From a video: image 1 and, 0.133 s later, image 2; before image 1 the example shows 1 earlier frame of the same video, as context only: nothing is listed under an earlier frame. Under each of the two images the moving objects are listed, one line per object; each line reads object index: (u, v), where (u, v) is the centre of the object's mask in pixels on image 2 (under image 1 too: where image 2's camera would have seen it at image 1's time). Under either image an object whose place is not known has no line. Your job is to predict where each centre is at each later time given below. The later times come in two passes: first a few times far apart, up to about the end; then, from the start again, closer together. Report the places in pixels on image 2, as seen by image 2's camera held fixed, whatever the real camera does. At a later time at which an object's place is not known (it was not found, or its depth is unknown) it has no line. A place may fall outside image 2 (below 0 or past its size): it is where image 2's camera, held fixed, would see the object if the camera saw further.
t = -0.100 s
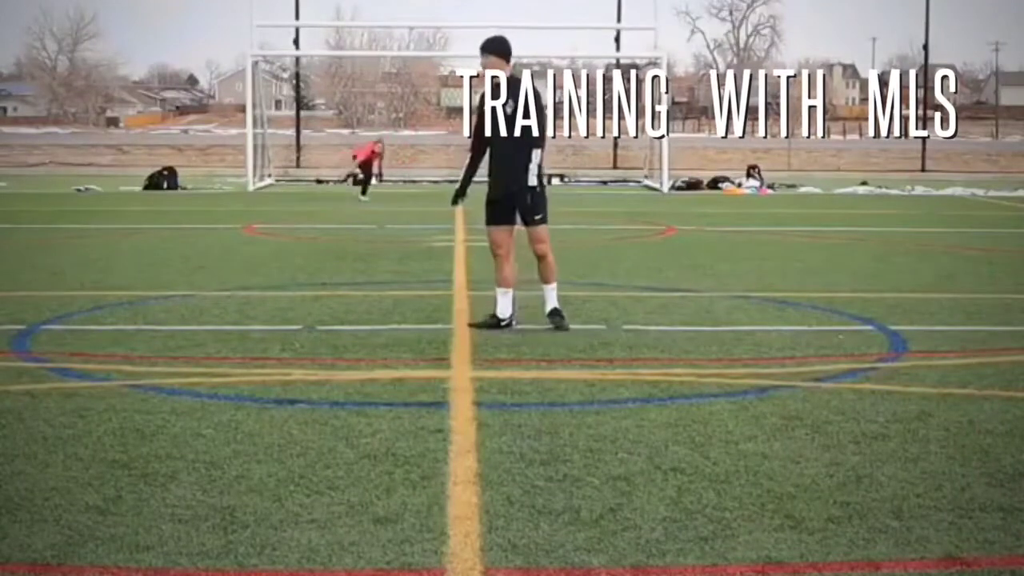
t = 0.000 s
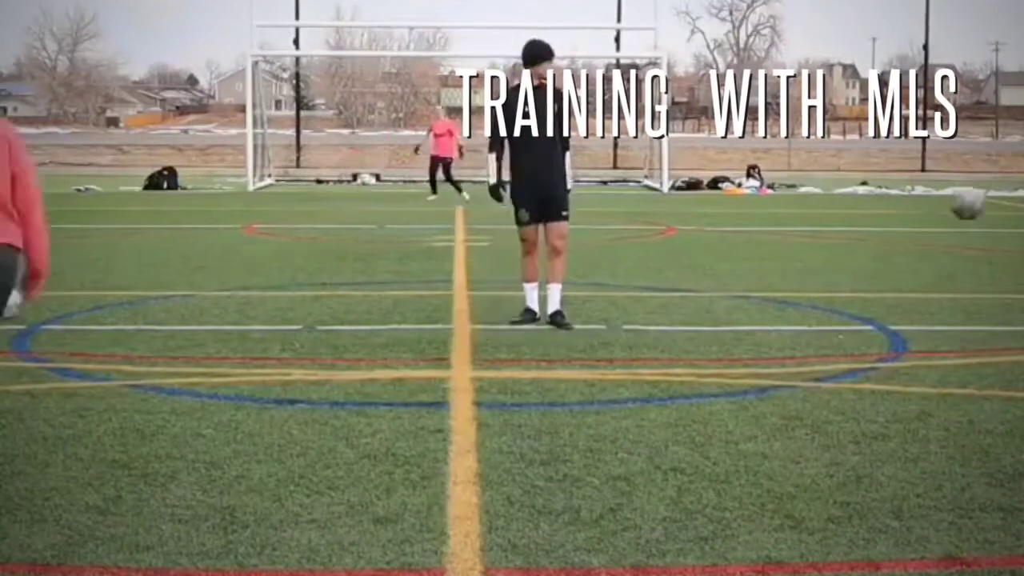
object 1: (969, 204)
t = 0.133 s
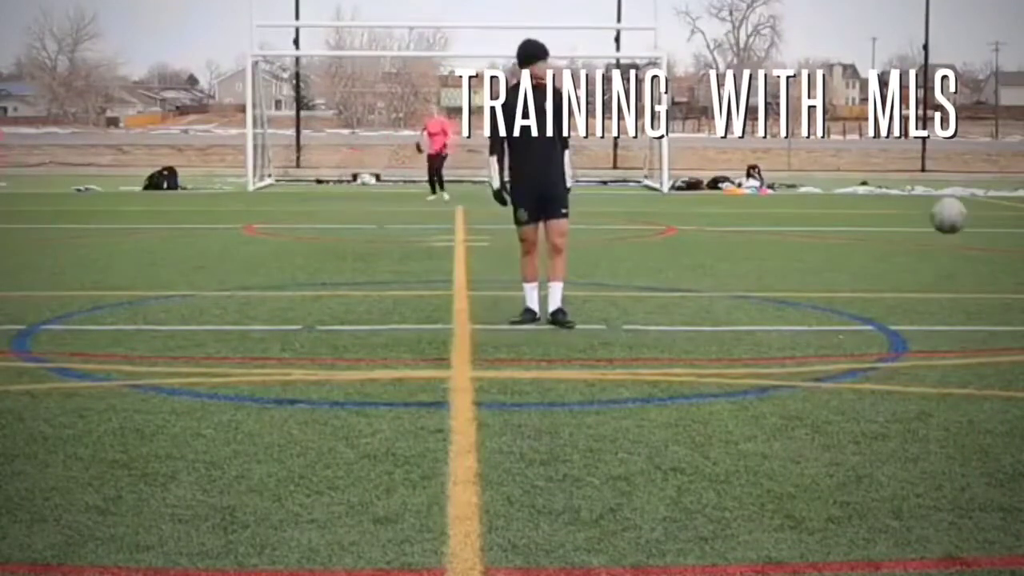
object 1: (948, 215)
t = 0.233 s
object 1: (932, 248)
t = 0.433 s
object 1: (894, 354)
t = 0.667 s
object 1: (838, 324)
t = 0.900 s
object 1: (758, 428)
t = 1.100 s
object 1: (673, 435)
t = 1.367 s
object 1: (506, 559)
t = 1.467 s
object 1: (420, 566)
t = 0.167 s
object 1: (944, 224)
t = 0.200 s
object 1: (938, 235)
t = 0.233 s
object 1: (932, 248)
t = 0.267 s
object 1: (927, 261)
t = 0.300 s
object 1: (921, 280)
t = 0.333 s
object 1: (914, 300)
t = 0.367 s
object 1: (908, 322)
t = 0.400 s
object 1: (901, 350)
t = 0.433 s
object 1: (894, 354)
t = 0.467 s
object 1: (888, 344)
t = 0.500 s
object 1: (878, 335)
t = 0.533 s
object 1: (871, 329)
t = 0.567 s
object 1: (863, 325)
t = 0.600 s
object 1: (855, 322)
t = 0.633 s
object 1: (846, 322)
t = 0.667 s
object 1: (838, 324)
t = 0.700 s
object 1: (829, 331)
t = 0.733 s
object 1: (818, 338)
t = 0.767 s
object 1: (807, 350)
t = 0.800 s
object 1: (796, 363)
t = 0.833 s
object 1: (784, 381)
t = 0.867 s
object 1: (772, 402)
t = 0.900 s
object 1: (758, 428)
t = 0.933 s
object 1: (745, 451)
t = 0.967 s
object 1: (732, 442)
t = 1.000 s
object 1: (719, 437)
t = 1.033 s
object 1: (706, 433)
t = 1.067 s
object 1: (689, 432)
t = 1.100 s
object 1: (673, 435)
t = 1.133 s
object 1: (655, 442)
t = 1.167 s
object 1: (638, 452)
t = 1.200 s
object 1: (618, 467)
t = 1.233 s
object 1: (597, 485)
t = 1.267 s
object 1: (576, 509)
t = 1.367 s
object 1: (506, 559)
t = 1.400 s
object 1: (480, 560)
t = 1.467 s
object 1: (420, 566)
